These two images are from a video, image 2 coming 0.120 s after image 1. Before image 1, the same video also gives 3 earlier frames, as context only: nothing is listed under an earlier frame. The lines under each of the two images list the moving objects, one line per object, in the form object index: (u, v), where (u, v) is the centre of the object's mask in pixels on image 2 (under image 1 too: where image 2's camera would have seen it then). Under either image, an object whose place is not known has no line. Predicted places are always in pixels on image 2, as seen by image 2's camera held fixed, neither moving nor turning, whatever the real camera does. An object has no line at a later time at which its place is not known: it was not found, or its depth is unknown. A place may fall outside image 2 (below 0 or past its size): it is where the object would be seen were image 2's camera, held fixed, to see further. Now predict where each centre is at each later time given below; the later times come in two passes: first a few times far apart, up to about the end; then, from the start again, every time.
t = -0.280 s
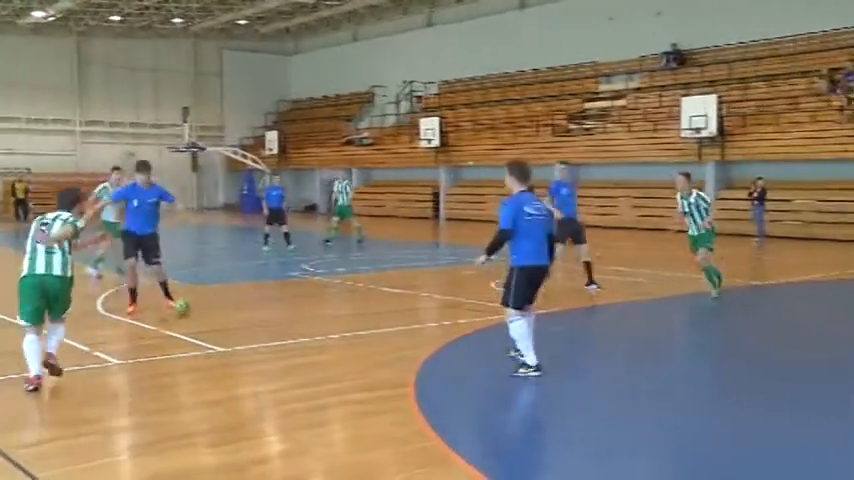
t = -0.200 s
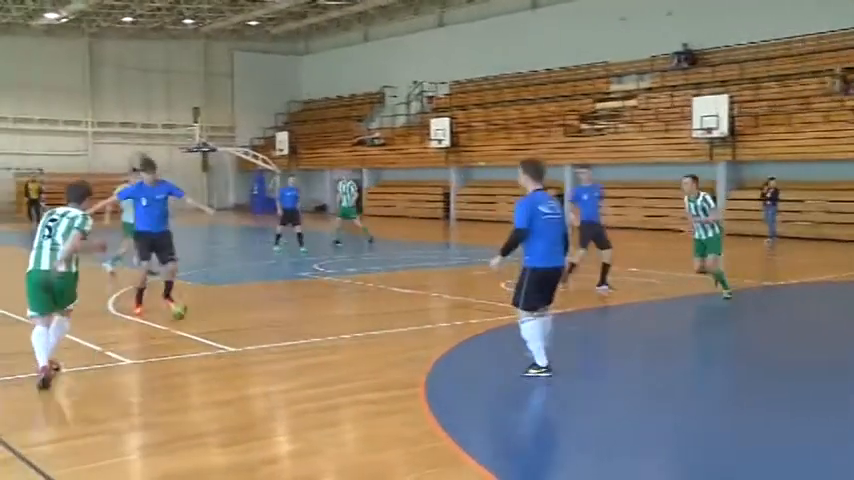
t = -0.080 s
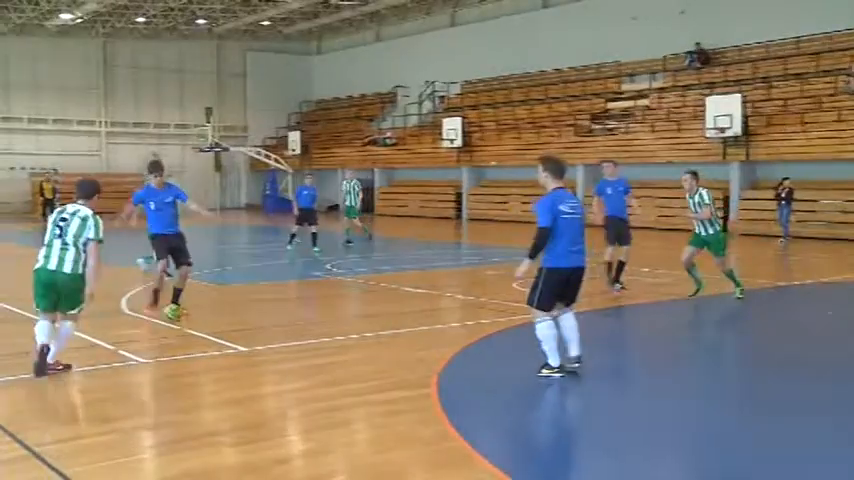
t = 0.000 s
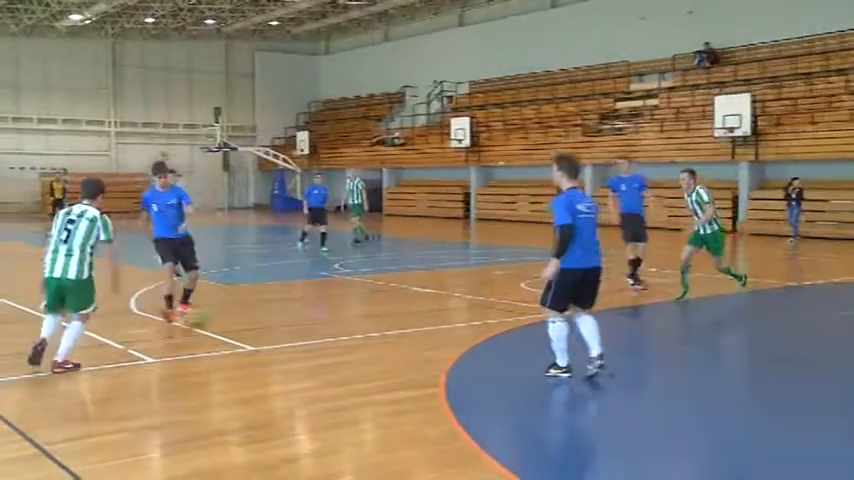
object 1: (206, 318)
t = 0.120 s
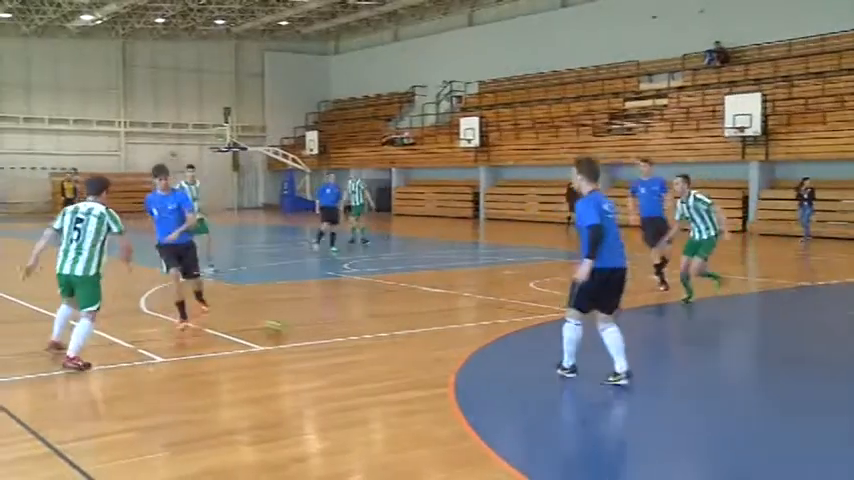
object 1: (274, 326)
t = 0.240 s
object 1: (347, 340)
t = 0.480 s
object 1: (503, 363)
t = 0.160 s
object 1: (297, 332)
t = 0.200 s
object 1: (324, 335)
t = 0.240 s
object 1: (347, 340)
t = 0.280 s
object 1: (371, 344)
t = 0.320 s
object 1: (394, 347)
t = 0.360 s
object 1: (421, 351)
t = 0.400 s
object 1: (447, 356)
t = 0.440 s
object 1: (477, 359)
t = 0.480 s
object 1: (503, 363)
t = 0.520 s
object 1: (529, 366)
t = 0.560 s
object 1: (557, 369)
